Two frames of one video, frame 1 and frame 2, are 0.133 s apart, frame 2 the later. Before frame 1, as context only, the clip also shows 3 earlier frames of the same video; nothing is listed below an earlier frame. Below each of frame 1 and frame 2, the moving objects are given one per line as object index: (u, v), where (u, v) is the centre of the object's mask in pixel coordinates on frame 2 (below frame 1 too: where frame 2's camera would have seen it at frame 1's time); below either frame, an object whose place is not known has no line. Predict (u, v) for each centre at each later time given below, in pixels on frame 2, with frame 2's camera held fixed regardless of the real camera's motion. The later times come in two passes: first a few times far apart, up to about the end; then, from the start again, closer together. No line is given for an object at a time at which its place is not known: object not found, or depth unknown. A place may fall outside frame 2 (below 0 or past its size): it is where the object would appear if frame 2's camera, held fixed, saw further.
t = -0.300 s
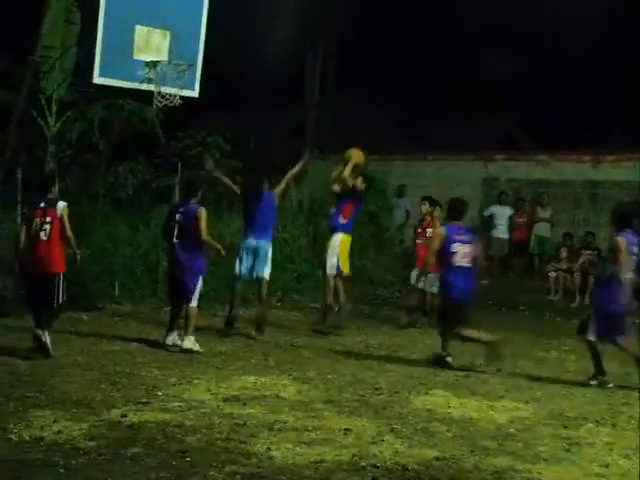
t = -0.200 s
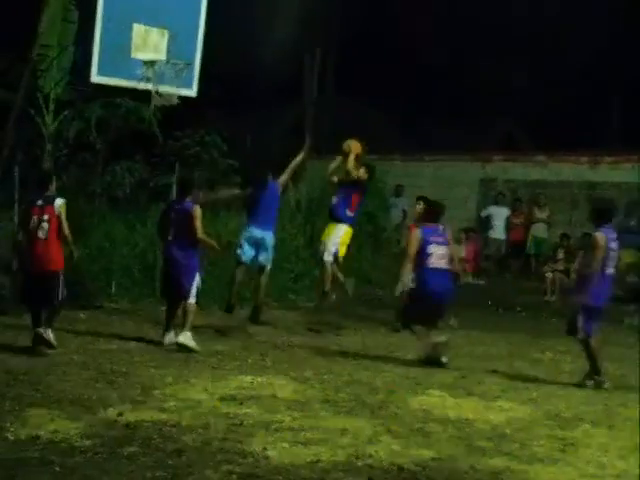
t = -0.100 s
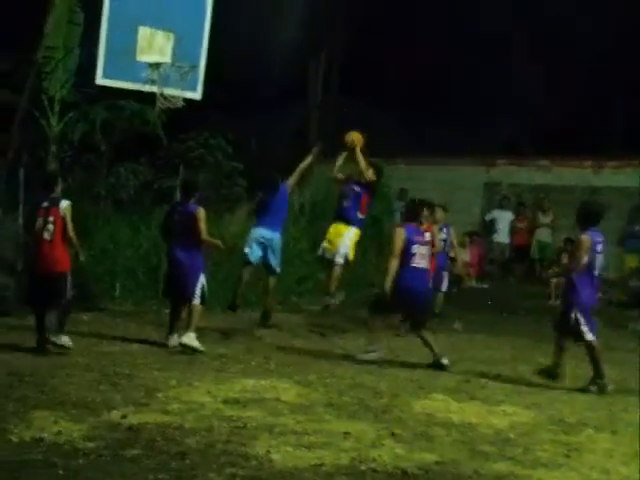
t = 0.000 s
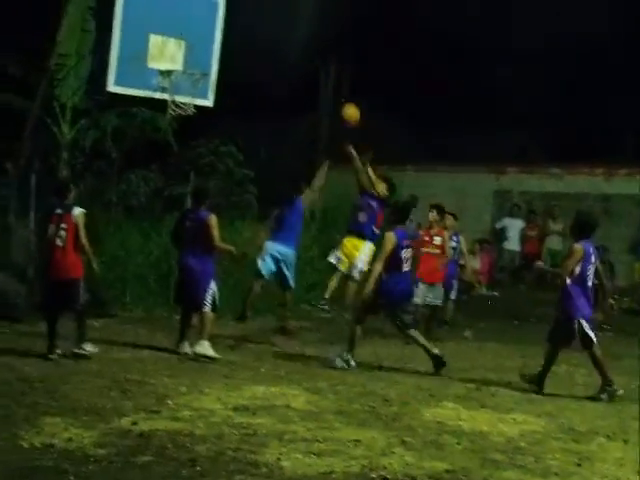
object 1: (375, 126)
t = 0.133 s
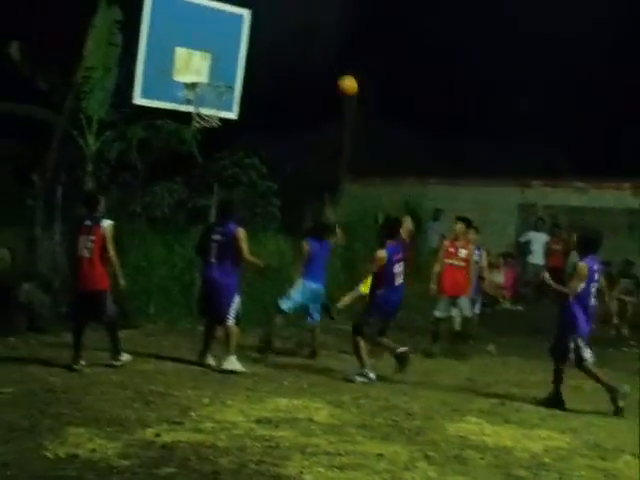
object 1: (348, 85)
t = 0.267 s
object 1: (319, 57)
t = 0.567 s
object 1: (248, 53)
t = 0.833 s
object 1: (211, 107)
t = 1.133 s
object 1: (213, 143)
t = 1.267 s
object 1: (214, 177)
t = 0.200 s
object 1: (333, 69)
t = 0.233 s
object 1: (326, 63)
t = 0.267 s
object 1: (319, 57)
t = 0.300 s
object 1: (312, 53)
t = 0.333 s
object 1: (304, 50)
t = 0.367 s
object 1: (297, 47)
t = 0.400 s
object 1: (289, 46)
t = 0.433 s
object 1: (281, 45)
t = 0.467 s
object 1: (273, 45)
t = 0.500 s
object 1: (265, 47)
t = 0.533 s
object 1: (257, 49)
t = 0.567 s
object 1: (248, 53)
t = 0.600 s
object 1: (240, 58)
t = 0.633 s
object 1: (231, 62)
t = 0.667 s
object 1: (223, 67)
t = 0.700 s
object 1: (214, 75)
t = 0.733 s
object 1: (207, 84)
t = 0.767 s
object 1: (206, 92)
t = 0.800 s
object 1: (206, 96)
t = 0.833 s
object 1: (211, 107)
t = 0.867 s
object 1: (209, 116)
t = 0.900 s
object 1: (208, 117)
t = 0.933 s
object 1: (210, 118)
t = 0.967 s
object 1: (210, 120)
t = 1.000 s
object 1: (212, 123)
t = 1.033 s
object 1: (213, 125)
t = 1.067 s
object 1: (212, 129)
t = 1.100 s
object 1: (214, 136)
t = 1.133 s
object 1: (213, 143)
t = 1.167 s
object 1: (214, 149)
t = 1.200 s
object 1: (214, 158)
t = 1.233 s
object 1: (214, 167)
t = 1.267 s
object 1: (214, 177)
